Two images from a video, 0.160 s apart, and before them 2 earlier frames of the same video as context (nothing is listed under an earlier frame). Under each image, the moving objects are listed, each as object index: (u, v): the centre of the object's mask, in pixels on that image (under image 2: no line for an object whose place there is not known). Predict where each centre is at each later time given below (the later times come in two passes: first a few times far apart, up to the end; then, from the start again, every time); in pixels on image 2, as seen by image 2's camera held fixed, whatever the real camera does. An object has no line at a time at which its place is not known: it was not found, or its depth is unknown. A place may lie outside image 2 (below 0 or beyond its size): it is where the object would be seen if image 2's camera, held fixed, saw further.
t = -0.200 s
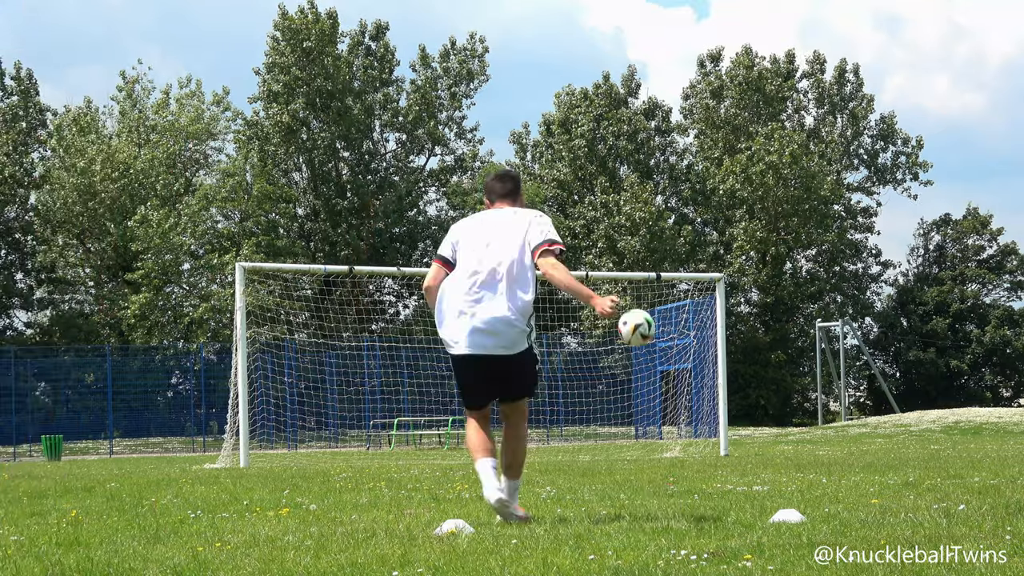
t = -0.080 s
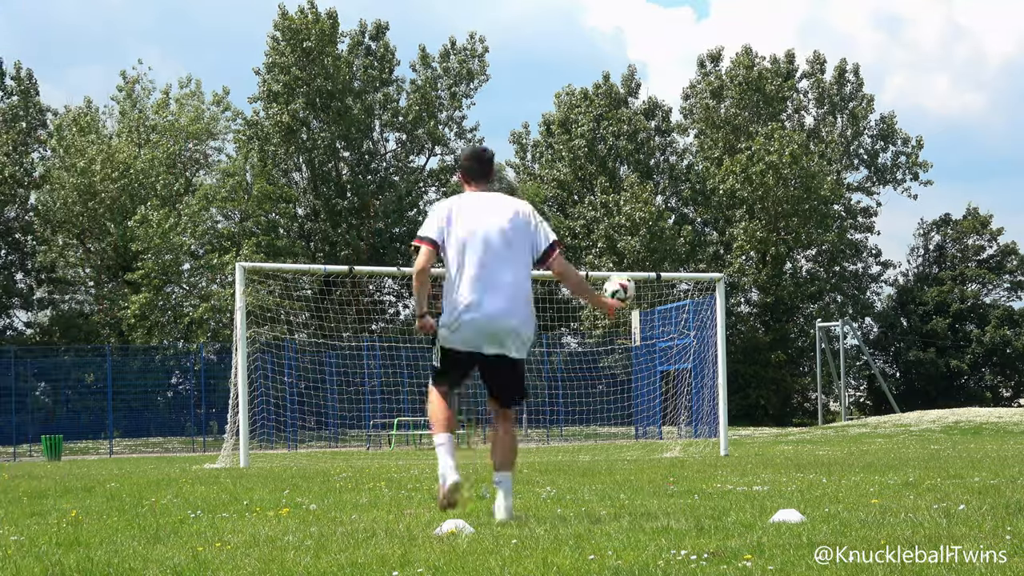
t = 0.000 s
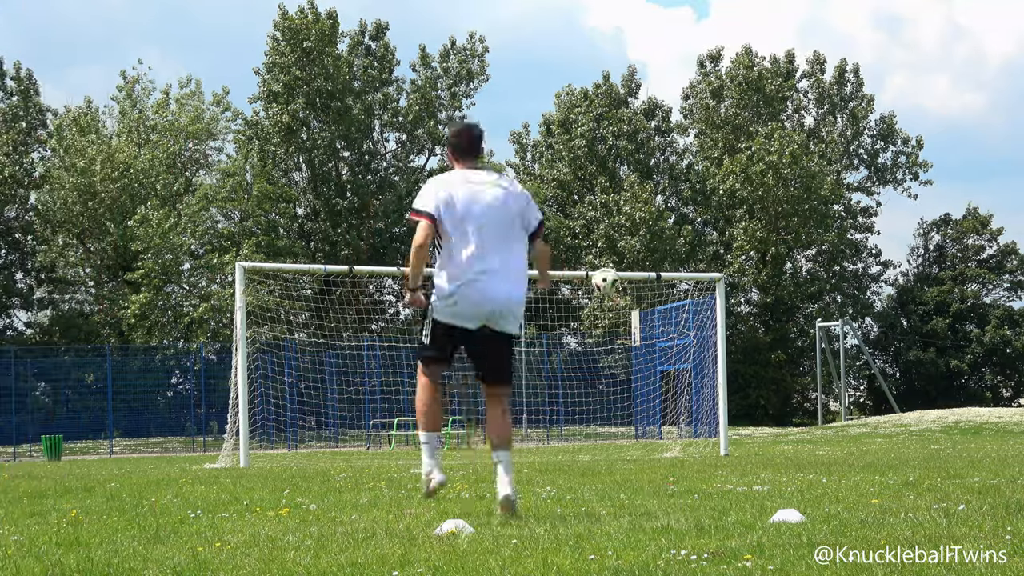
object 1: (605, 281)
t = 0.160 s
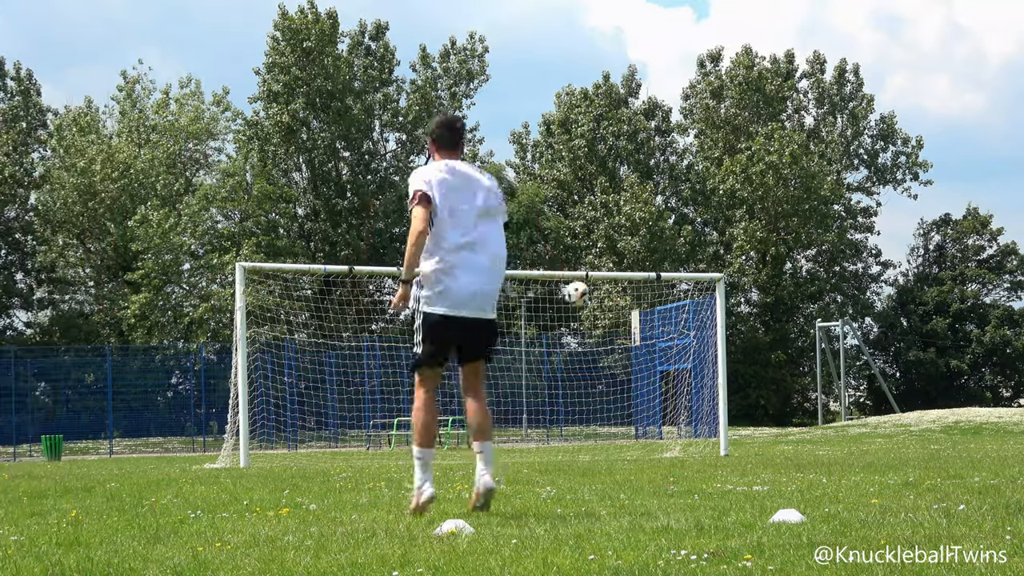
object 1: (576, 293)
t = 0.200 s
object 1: (569, 300)
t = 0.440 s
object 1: (524, 366)
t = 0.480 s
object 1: (516, 380)
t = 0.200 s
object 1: (569, 300)
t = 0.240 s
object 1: (562, 309)
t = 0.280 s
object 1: (554, 319)
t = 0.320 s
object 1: (547, 329)
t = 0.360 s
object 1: (539, 341)
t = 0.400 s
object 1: (532, 353)
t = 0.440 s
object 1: (524, 366)
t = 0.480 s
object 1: (516, 380)
